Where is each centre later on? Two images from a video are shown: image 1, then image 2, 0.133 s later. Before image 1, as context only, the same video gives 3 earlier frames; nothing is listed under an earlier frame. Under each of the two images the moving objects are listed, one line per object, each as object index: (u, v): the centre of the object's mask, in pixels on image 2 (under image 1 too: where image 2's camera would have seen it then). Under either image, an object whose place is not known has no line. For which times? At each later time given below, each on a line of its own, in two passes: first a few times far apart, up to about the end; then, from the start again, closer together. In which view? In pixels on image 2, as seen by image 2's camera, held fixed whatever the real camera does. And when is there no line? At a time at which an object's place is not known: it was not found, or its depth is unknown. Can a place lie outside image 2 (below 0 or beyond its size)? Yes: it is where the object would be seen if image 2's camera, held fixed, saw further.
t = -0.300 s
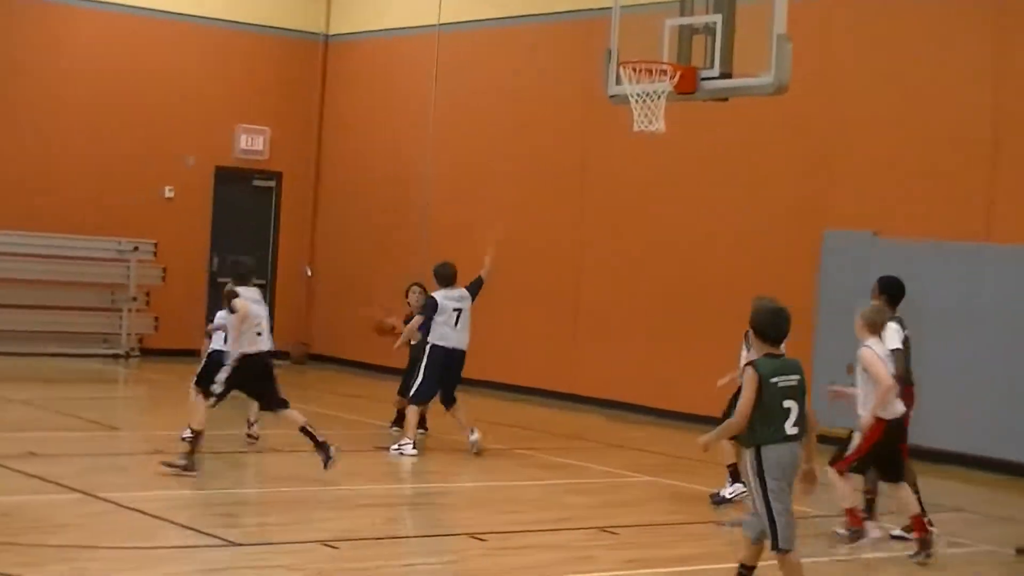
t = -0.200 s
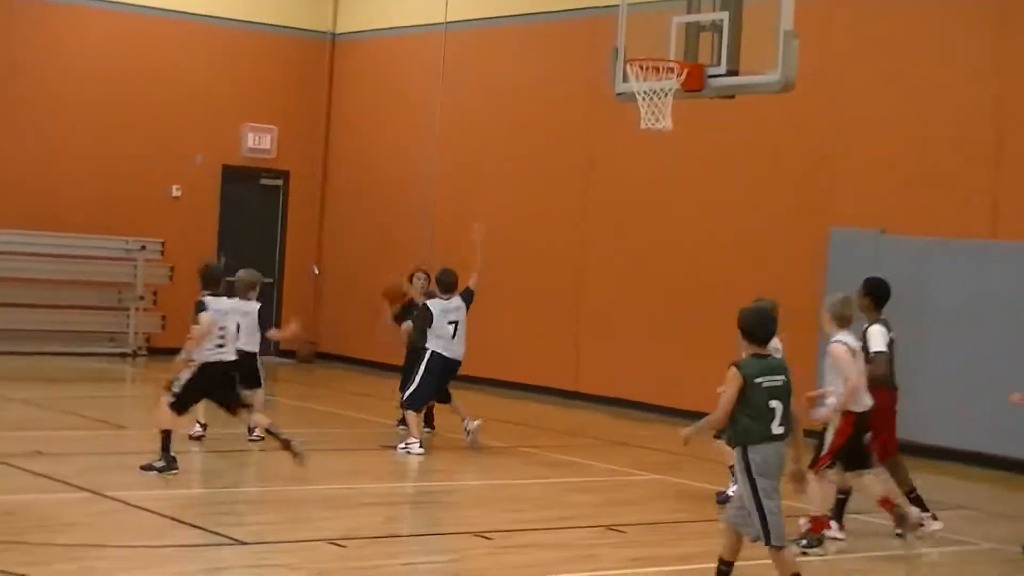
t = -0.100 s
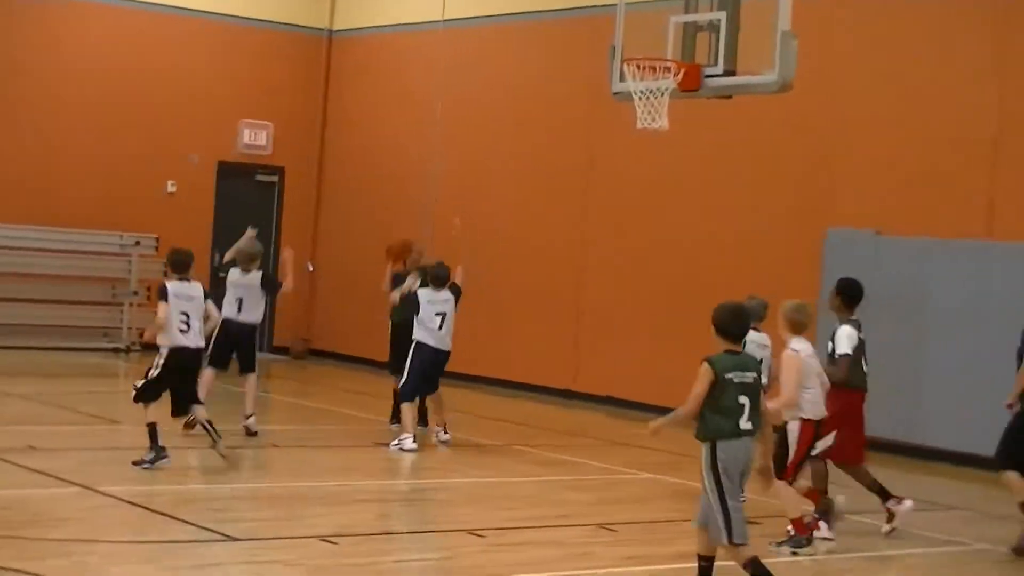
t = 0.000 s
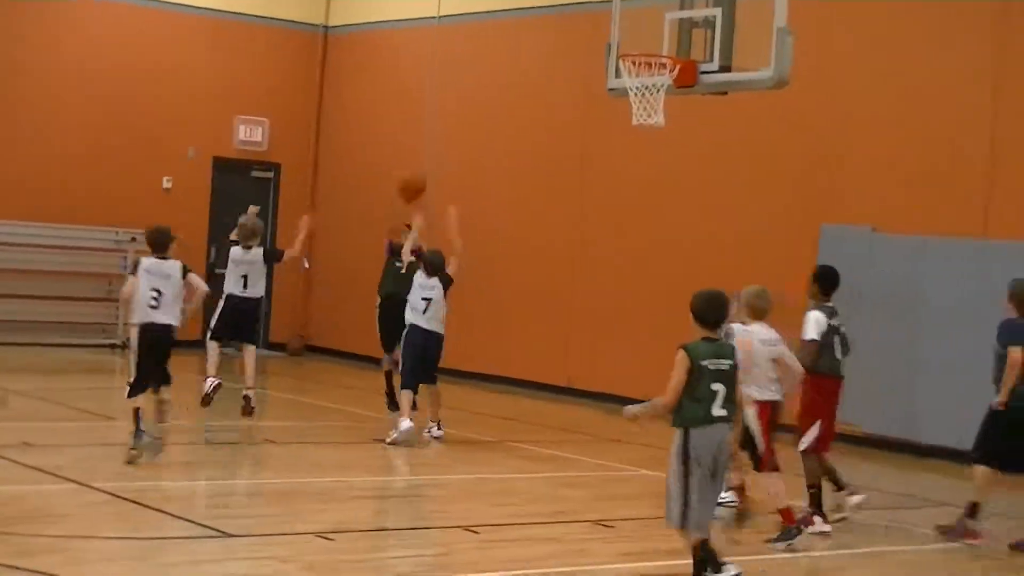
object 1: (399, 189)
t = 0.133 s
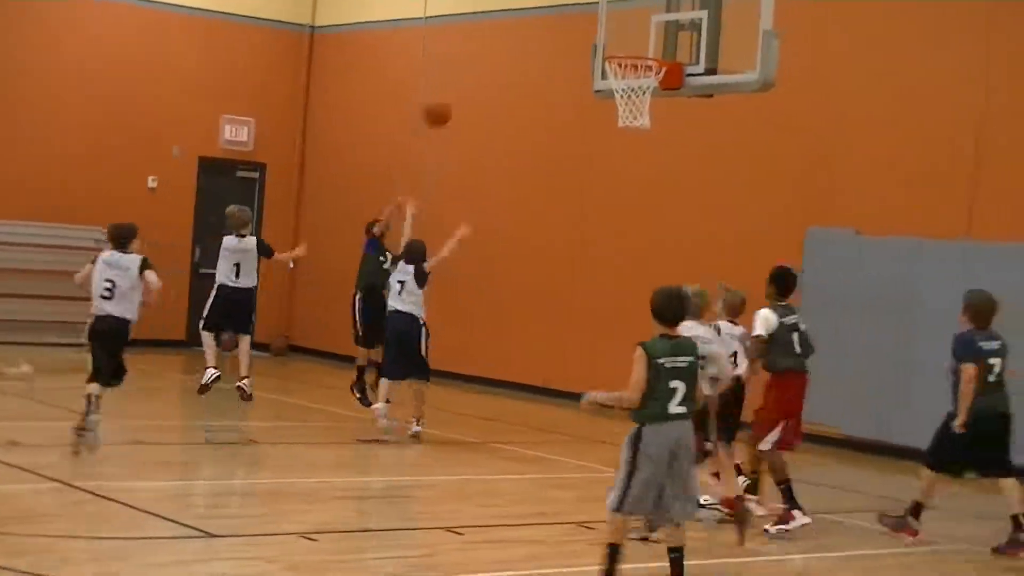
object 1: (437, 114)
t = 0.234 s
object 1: (468, 70)
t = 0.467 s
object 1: (535, 13)
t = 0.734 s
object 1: (615, 26)
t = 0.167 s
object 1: (448, 99)
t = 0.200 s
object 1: (458, 84)
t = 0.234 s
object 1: (468, 70)
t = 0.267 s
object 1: (476, 58)
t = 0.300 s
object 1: (484, 48)
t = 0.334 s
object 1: (495, 39)
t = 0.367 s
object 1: (504, 31)
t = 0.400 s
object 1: (515, 22)
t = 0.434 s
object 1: (526, 17)
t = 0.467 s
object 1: (535, 13)
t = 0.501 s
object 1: (545, 9)
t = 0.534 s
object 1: (555, 9)
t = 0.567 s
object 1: (565, 9)
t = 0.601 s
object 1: (576, 9)
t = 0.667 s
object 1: (596, 13)
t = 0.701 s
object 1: (605, 19)
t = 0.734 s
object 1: (615, 26)
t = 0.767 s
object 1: (626, 34)
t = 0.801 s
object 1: (635, 43)
